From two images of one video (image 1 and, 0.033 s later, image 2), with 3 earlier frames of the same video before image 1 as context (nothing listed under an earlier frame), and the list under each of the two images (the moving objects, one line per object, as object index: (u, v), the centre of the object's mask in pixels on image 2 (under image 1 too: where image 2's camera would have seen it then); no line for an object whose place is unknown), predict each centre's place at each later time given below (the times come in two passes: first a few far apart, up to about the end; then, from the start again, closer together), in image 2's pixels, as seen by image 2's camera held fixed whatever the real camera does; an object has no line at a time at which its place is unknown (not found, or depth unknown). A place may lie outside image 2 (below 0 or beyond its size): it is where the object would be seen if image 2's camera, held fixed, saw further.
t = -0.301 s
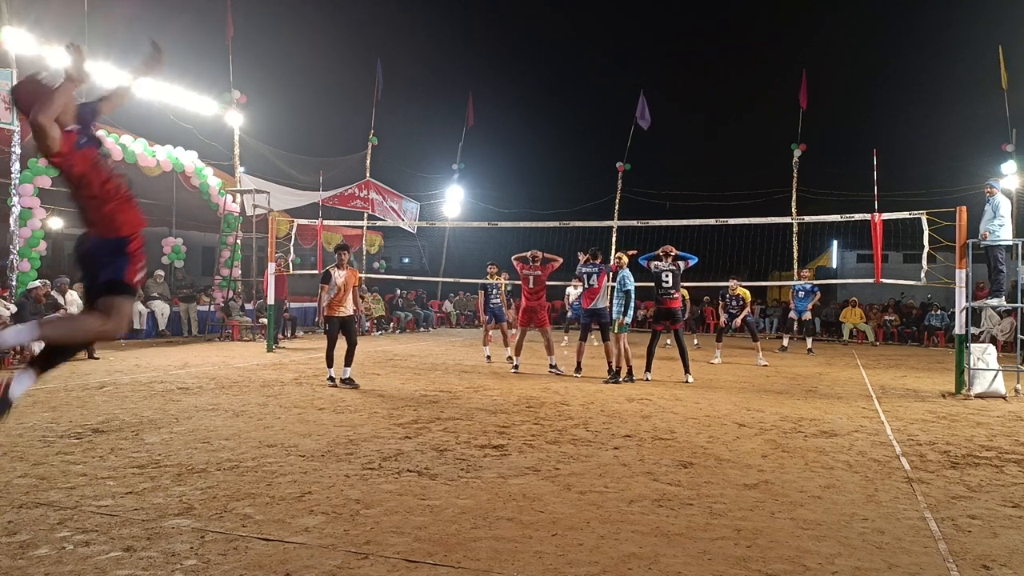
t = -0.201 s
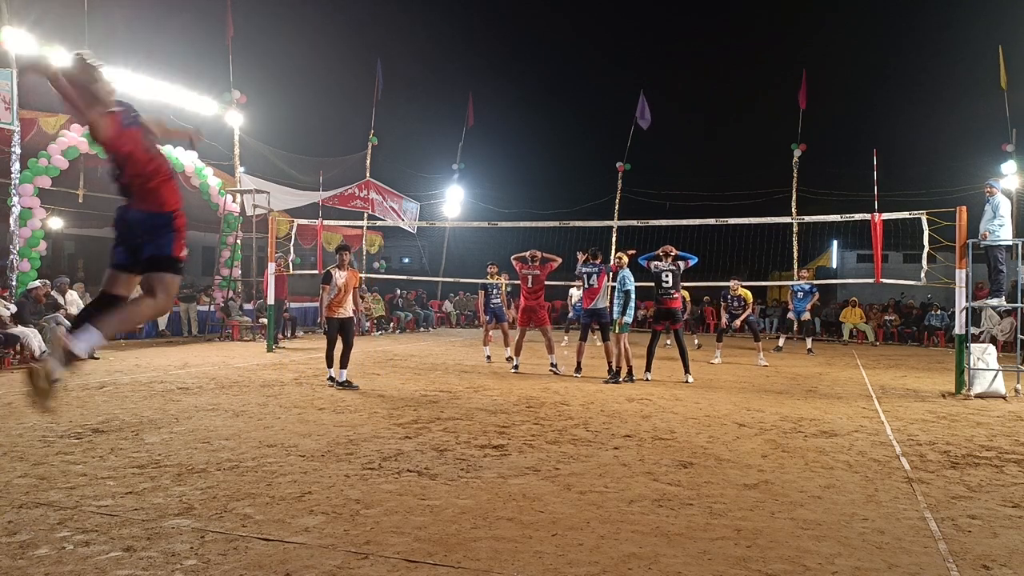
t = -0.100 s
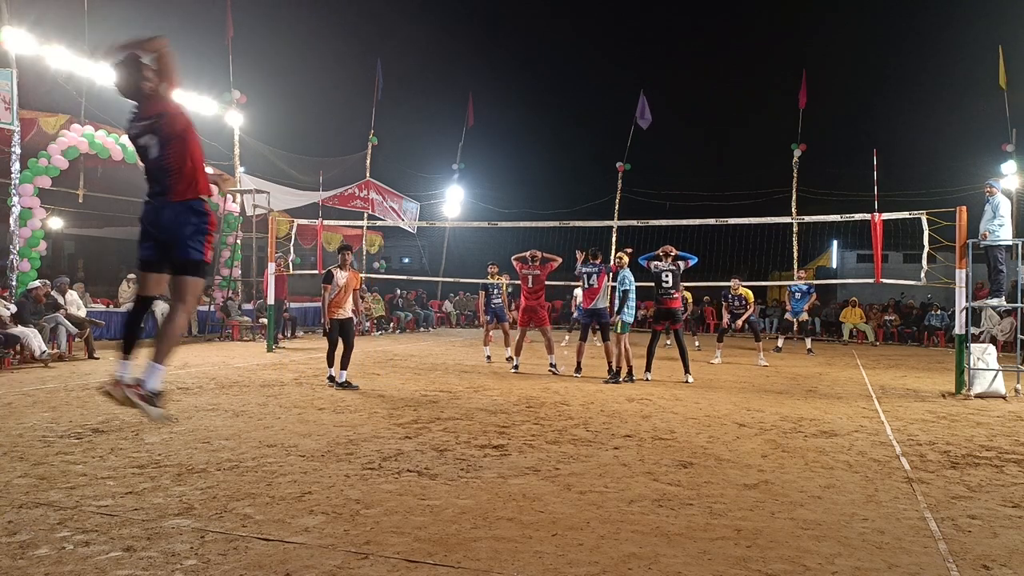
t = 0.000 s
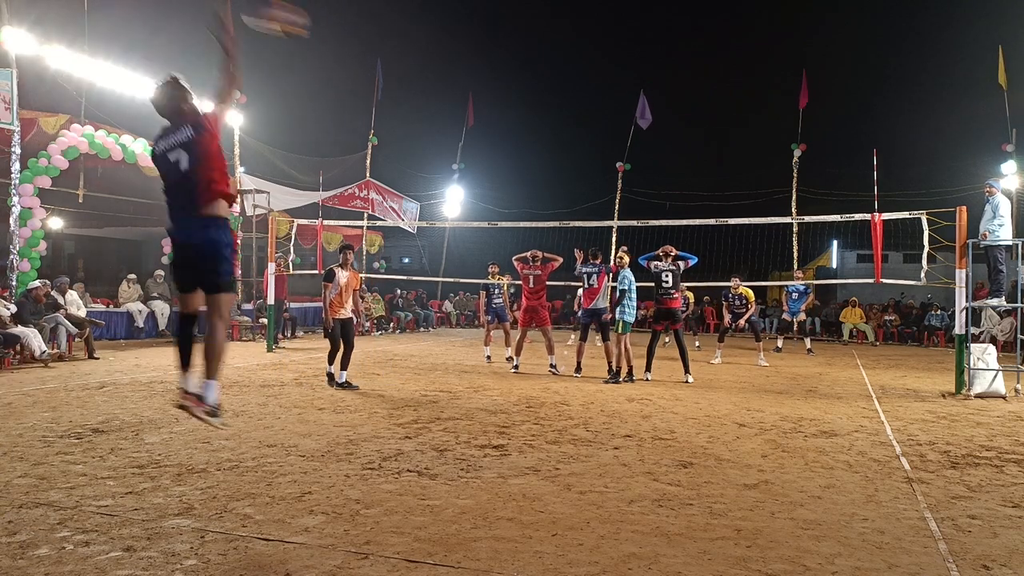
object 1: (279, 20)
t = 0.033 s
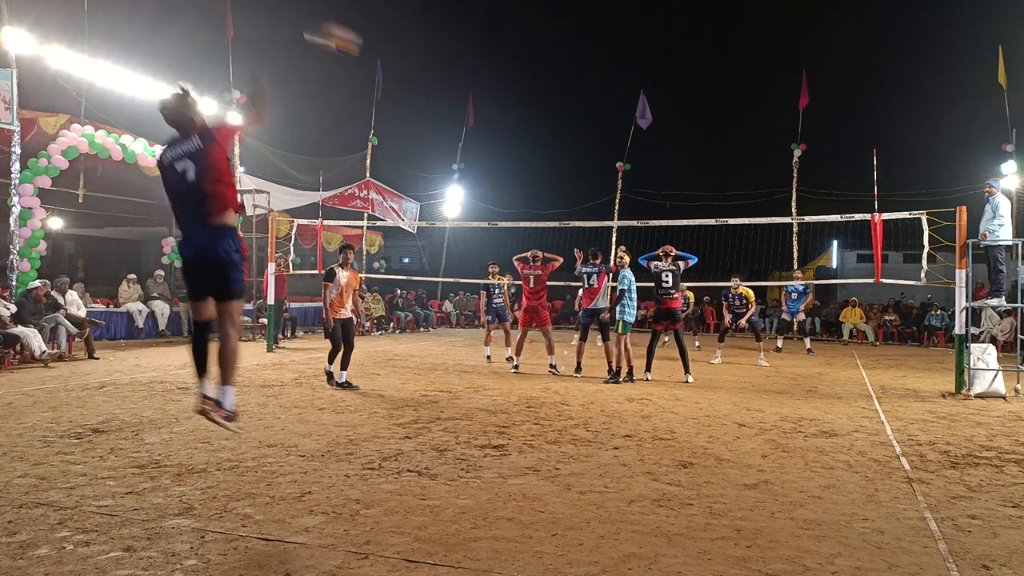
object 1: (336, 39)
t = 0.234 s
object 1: (516, 124)
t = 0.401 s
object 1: (584, 185)
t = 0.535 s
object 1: (618, 233)
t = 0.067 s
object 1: (379, 55)
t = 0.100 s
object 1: (416, 71)
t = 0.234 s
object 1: (516, 124)
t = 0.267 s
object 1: (533, 137)
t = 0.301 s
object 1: (548, 149)
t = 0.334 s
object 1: (562, 162)
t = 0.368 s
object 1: (574, 173)
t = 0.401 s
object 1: (584, 185)
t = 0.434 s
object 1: (594, 197)
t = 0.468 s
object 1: (602, 209)
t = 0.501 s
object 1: (609, 218)
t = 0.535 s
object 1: (618, 233)
